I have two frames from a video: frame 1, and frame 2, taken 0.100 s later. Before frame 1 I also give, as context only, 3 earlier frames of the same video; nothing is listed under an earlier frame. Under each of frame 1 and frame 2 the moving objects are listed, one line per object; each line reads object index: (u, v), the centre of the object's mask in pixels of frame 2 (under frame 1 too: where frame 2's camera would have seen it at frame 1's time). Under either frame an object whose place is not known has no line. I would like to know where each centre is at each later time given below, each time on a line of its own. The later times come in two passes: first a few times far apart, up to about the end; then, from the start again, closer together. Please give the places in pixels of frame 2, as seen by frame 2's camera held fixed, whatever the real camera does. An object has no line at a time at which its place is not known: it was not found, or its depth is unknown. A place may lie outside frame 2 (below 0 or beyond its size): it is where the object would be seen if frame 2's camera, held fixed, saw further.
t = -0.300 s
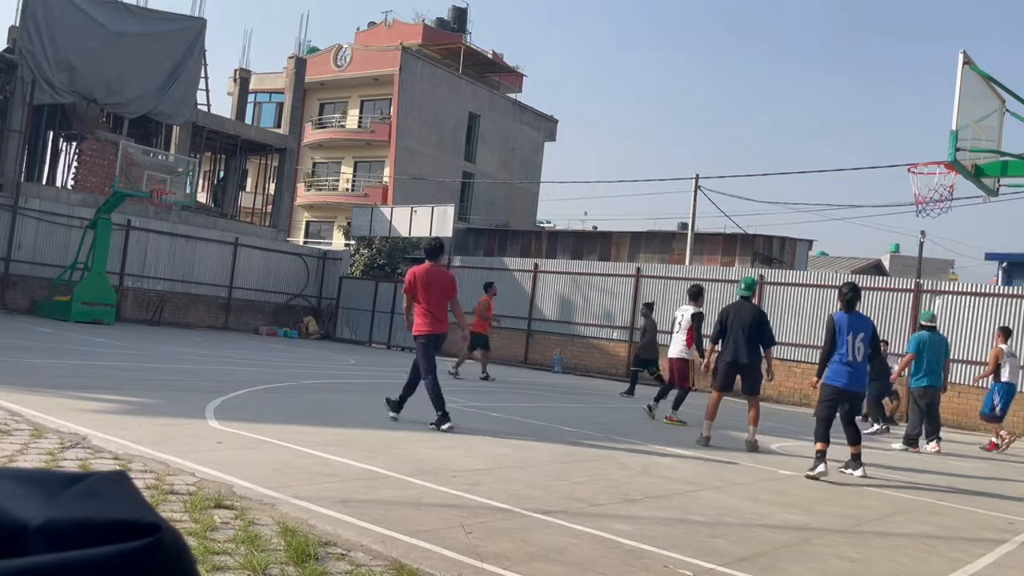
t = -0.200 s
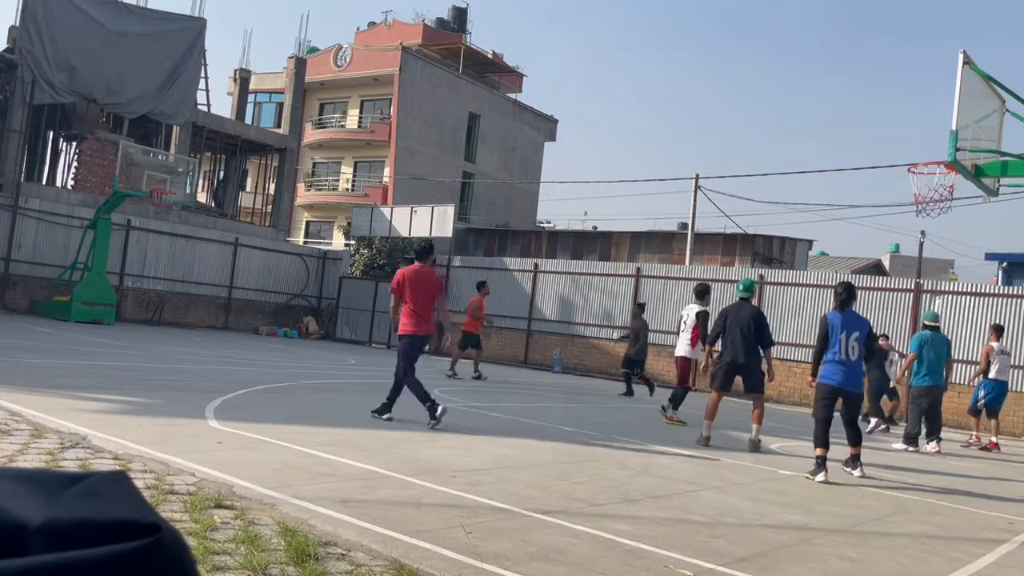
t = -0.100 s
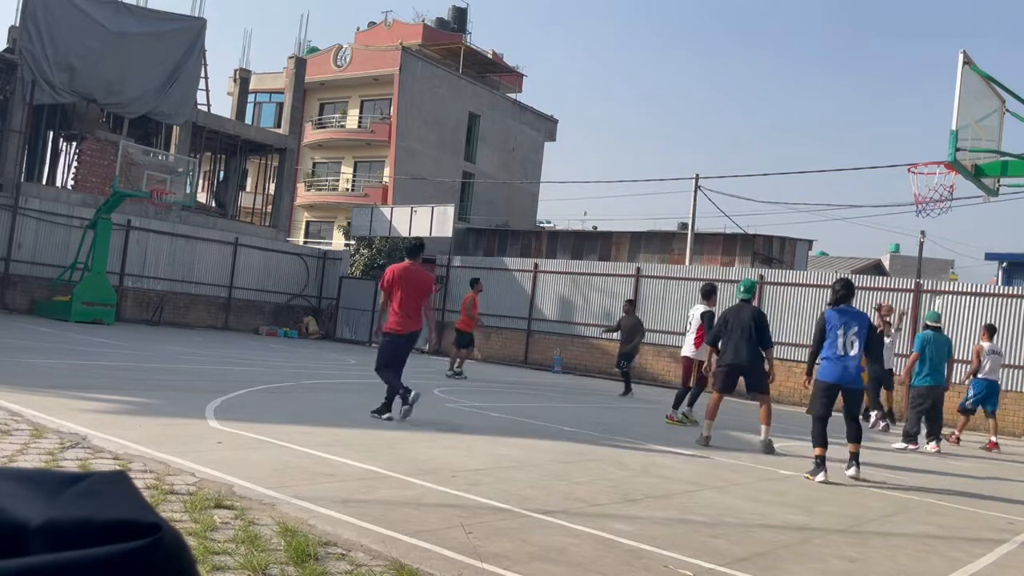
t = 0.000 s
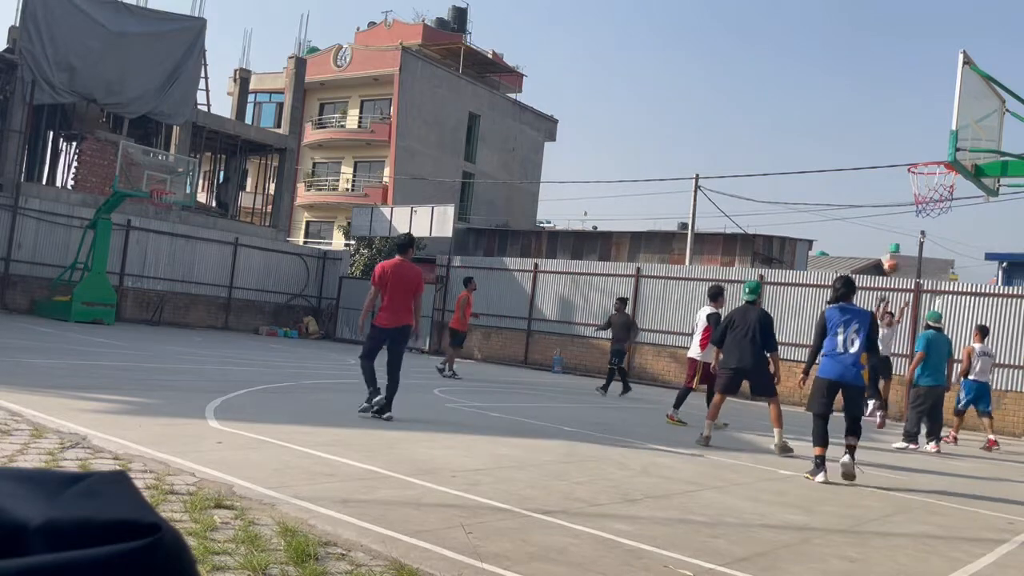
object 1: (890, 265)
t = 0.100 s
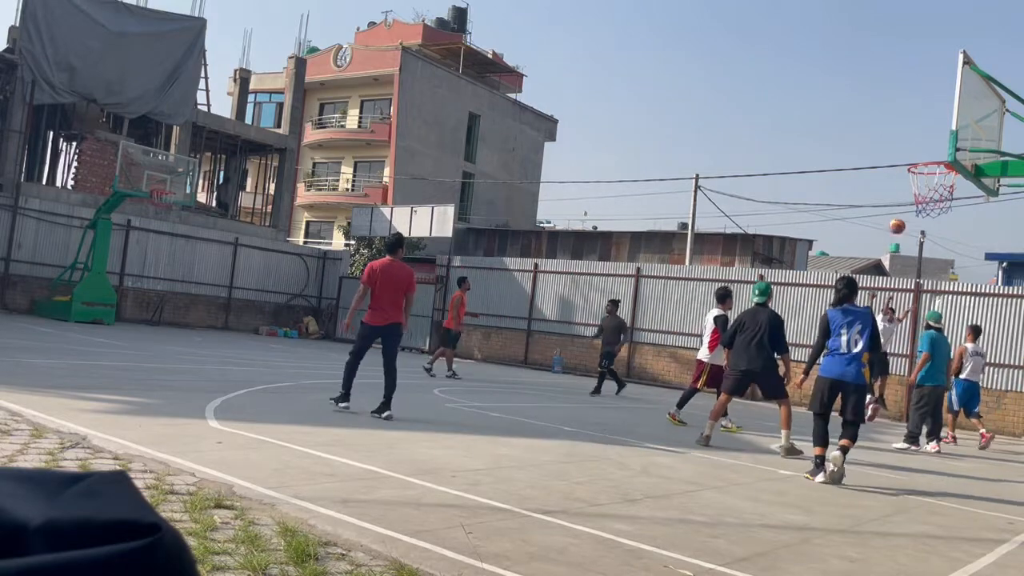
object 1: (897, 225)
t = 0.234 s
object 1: (902, 179)
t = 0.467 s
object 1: (913, 115)
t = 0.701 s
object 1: (920, 82)
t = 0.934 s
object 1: (926, 86)
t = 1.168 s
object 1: (928, 142)
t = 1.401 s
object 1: (942, 130)
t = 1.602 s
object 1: (947, 138)
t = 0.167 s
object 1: (901, 201)
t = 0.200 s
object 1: (902, 190)
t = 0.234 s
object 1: (902, 179)
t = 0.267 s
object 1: (904, 168)
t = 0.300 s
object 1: (906, 157)
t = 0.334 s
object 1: (907, 148)
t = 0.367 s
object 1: (909, 139)
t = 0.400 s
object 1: (911, 131)
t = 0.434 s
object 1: (912, 122)
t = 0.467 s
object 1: (913, 115)
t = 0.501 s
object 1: (914, 109)
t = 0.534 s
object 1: (916, 102)
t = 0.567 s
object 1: (917, 96)
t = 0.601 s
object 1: (918, 92)
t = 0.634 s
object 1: (919, 88)
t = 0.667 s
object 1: (921, 83)
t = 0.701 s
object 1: (920, 82)
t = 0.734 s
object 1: (921, 80)
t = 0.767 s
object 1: (922, 79)
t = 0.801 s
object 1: (923, 78)
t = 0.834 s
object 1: (924, 78)
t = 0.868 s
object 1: (924, 81)
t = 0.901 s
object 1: (925, 84)
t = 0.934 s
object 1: (926, 86)
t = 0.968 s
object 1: (926, 91)
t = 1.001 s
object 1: (927, 97)
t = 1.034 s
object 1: (927, 103)
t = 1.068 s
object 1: (928, 110)
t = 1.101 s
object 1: (928, 120)
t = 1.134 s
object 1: (928, 131)
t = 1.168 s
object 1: (928, 142)
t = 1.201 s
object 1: (928, 155)
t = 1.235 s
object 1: (931, 150)
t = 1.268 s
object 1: (934, 144)
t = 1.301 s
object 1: (937, 139)
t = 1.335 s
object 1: (939, 134)
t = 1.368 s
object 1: (941, 132)
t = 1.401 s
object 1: (942, 130)
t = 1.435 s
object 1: (943, 128)
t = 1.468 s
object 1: (944, 128)
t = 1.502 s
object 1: (945, 130)
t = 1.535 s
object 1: (946, 131)
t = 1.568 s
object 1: (946, 135)
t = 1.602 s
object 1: (947, 138)
